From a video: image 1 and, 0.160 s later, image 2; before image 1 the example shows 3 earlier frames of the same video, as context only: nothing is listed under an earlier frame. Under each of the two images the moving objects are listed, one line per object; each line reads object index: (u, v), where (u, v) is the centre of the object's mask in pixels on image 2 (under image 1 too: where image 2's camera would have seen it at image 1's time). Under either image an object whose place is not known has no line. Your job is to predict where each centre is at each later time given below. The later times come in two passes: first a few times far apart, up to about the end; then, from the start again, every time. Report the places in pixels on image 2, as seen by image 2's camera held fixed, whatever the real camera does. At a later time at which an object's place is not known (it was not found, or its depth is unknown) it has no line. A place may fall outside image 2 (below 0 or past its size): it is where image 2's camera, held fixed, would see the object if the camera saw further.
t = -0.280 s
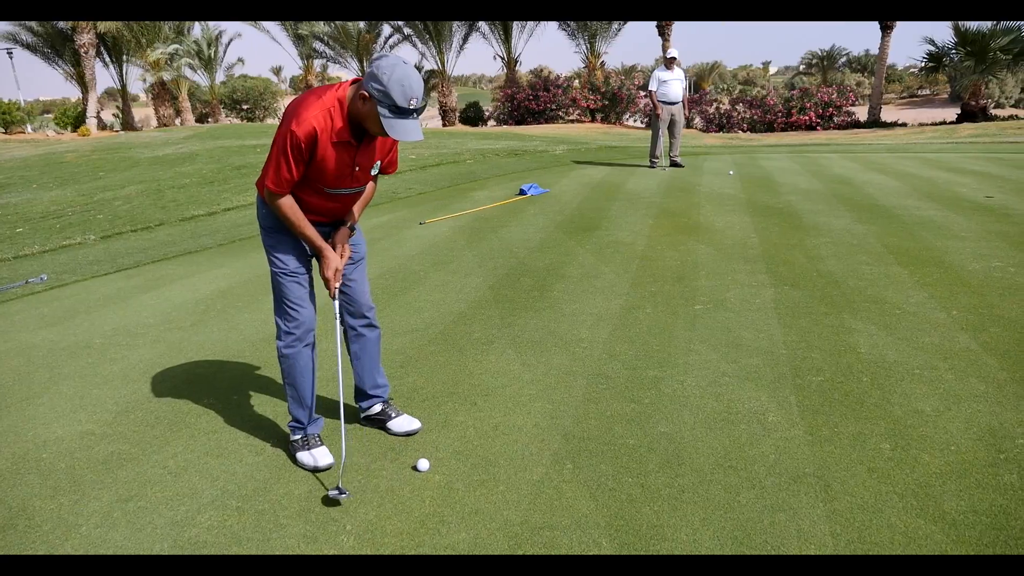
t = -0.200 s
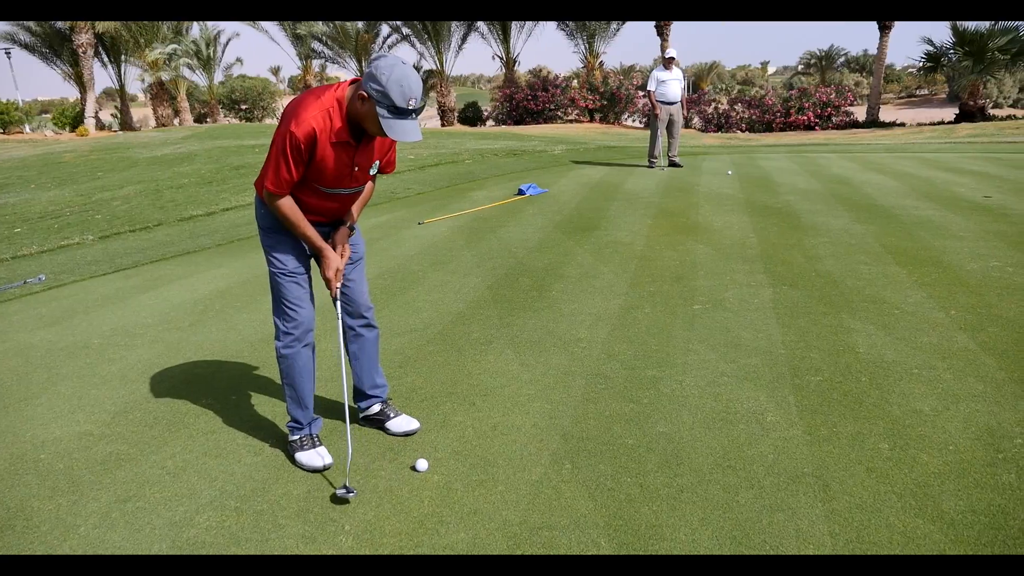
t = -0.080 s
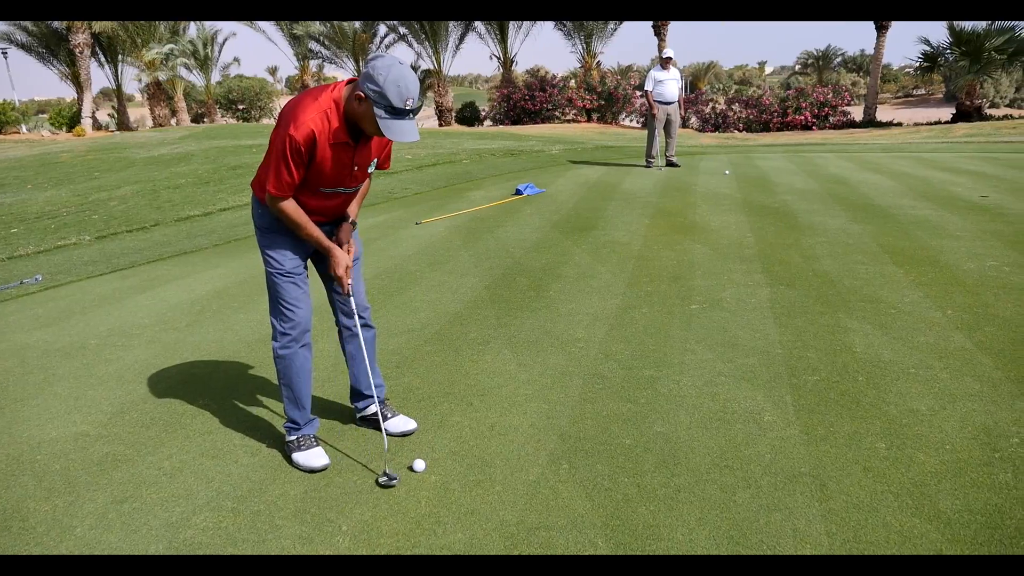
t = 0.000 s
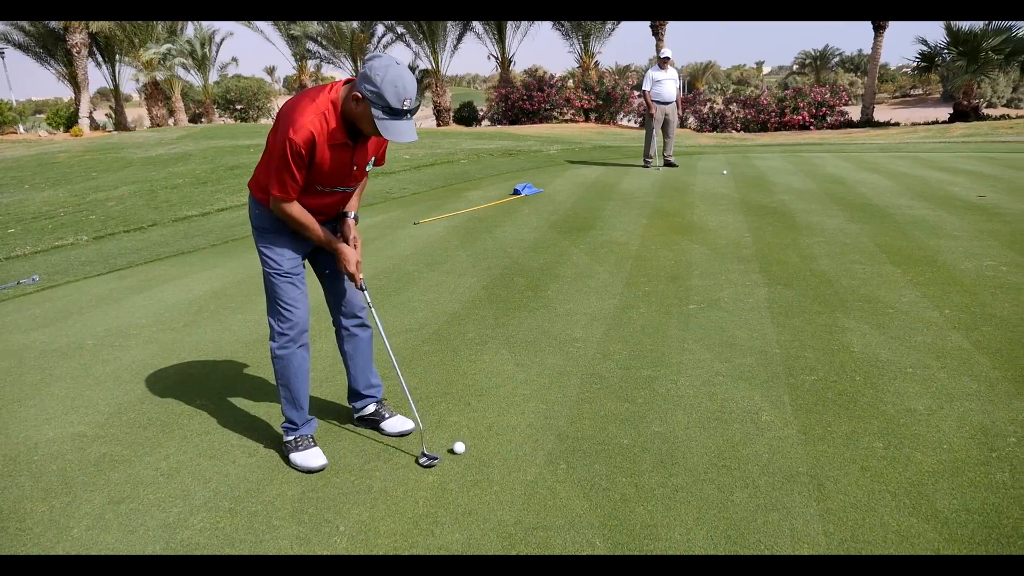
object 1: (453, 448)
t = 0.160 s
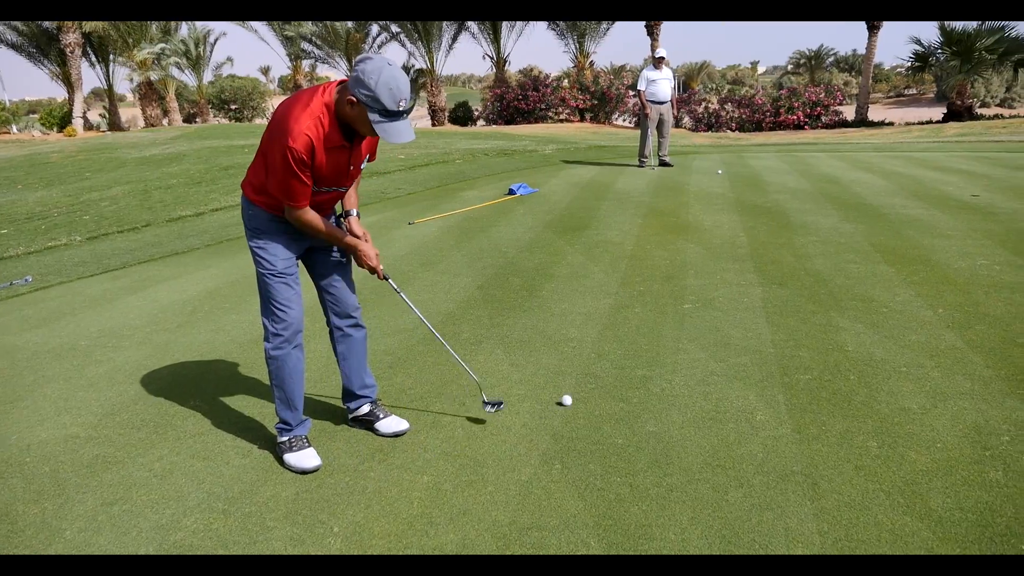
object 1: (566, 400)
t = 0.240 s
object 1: (606, 383)
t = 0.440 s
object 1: (682, 349)
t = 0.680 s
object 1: (749, 318)
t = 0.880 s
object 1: (792, 298)
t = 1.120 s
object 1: (832, 279)
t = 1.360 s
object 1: (864, 264)
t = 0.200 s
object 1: (587, 391)
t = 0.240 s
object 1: (606, 383)
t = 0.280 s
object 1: (623, 376)
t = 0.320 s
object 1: (639, 368)
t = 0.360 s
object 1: (654, 361)
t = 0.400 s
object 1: (668, 355)
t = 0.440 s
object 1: (682, 349)
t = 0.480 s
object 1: (694, 343)
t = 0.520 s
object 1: (706, 337)
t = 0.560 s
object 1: (717, 332)
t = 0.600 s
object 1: (728, 328)
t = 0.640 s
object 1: (739, 323)
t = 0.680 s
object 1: (749, 318)
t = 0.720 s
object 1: (758, 314)
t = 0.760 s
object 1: (768, 310)
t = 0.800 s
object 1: (776, 305)
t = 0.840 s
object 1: (785, 302)
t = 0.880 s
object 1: (792, 298)
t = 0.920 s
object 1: (799, 295)
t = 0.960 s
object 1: (806, 292)
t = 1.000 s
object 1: (813, 288)
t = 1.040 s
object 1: (820, 285)
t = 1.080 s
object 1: (826, 282)
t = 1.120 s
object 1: (832, 279)
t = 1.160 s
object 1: (838, 277)
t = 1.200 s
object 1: (844, 274)
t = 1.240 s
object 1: (849, 271)
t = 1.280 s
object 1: (855, 268)
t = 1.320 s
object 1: (859, 266)
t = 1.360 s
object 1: (864, 264)
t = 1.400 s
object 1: (868, 262)
